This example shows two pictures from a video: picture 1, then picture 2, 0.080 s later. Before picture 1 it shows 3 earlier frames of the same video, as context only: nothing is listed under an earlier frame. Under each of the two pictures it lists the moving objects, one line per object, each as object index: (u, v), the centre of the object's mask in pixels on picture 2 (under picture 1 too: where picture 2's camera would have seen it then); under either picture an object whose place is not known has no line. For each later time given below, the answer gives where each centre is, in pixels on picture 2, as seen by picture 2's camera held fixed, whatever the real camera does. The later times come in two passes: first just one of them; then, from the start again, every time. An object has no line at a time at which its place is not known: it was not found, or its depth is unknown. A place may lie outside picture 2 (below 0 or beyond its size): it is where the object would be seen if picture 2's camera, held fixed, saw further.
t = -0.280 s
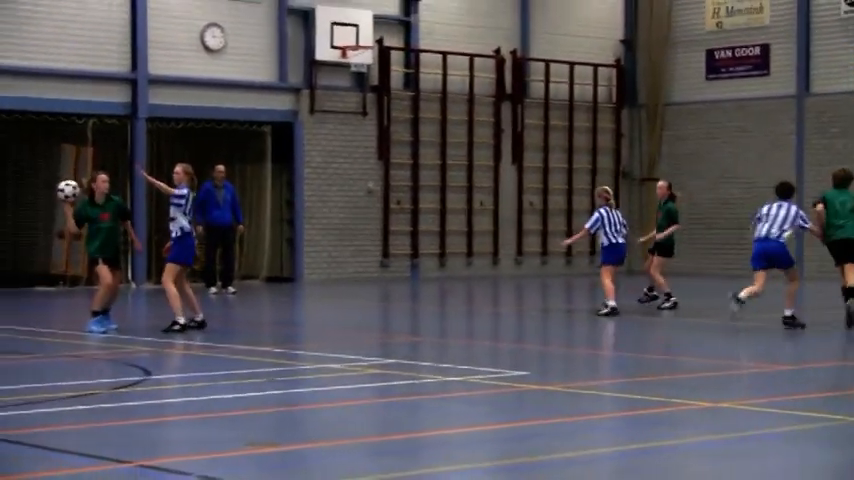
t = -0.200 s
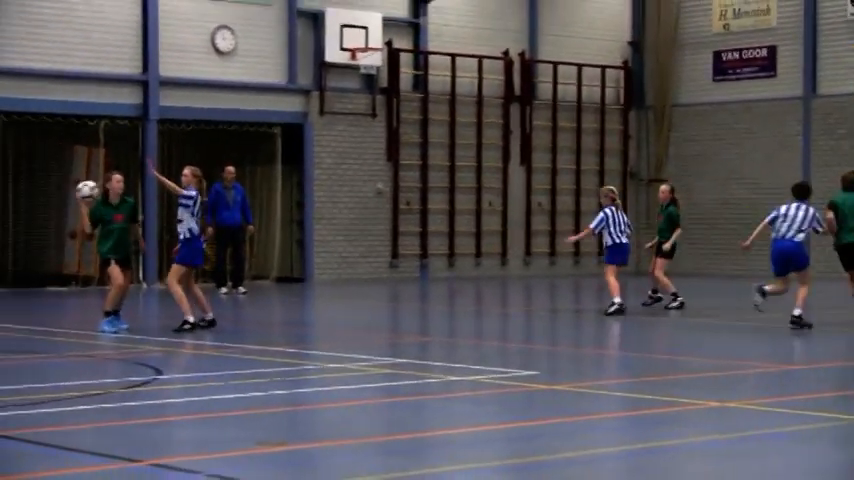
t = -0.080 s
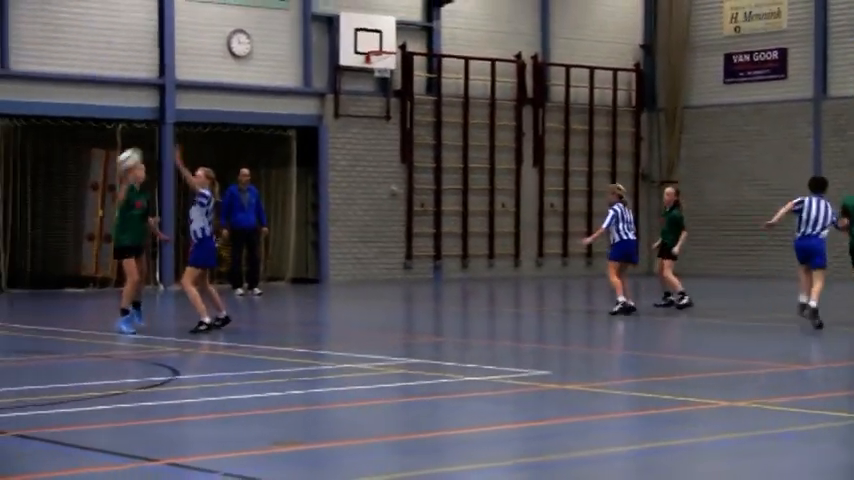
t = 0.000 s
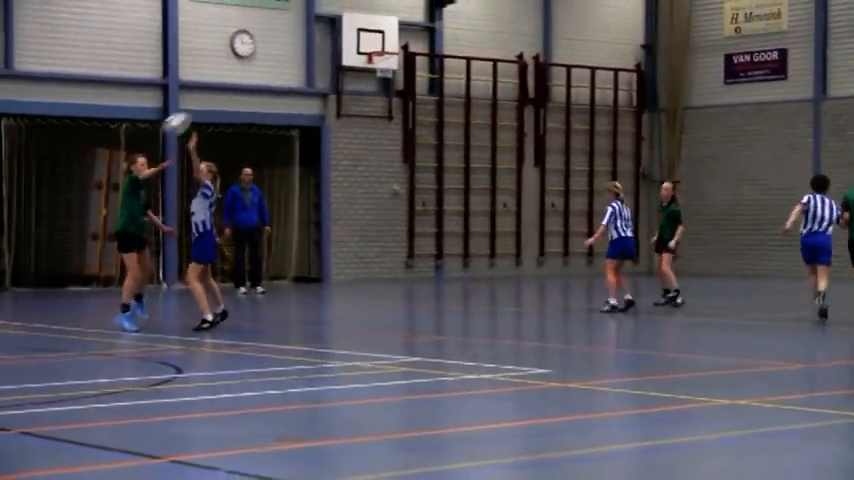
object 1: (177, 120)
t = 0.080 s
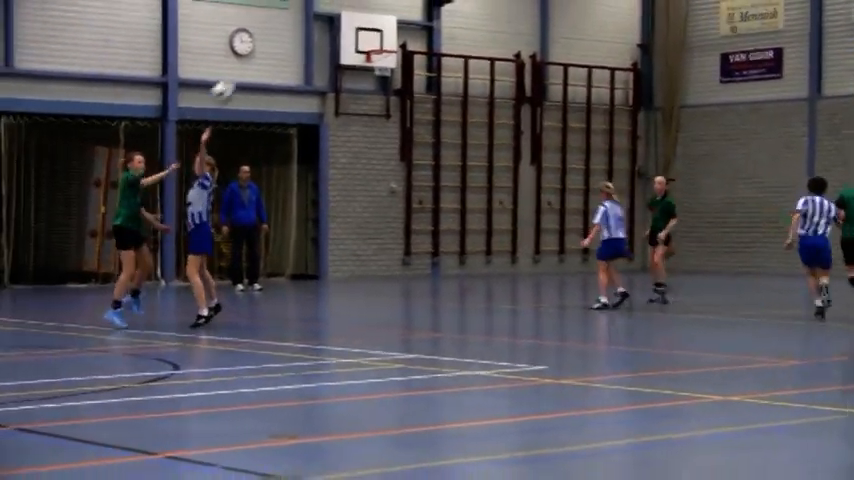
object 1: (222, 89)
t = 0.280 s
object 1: (347, 43)
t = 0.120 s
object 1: (246, 76)
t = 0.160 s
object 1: (272, 67)
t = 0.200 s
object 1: (297, 55)
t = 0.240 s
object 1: (323, 47)
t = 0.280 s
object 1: (347, 43)
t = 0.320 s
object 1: (375, 37)
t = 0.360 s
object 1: (400, 34)
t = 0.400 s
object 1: (428, 30)
